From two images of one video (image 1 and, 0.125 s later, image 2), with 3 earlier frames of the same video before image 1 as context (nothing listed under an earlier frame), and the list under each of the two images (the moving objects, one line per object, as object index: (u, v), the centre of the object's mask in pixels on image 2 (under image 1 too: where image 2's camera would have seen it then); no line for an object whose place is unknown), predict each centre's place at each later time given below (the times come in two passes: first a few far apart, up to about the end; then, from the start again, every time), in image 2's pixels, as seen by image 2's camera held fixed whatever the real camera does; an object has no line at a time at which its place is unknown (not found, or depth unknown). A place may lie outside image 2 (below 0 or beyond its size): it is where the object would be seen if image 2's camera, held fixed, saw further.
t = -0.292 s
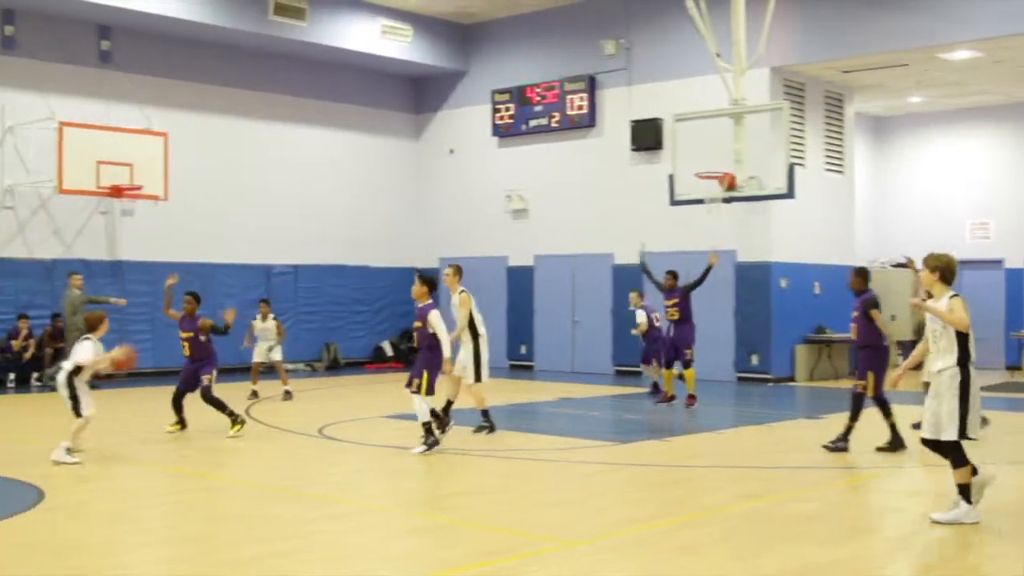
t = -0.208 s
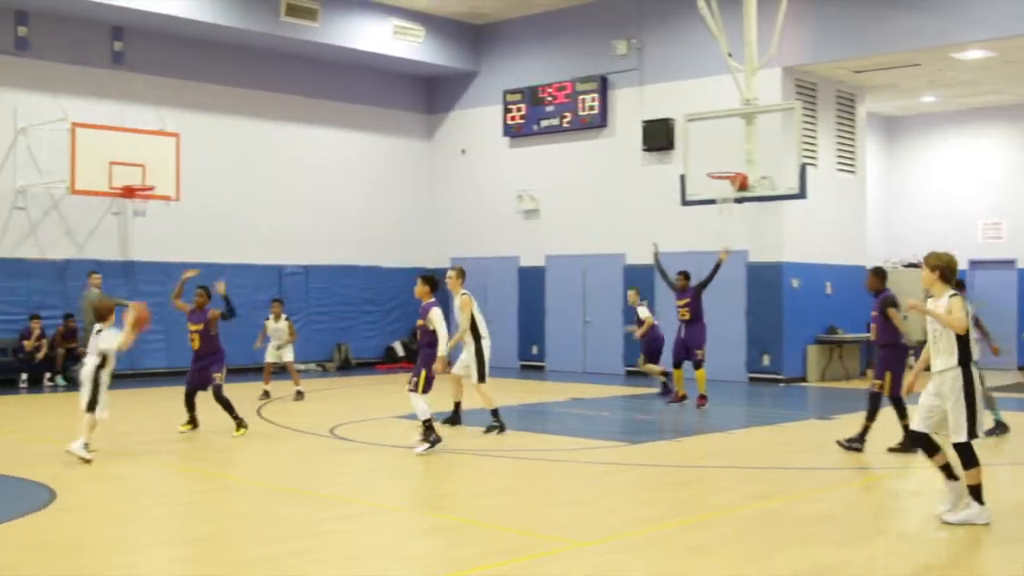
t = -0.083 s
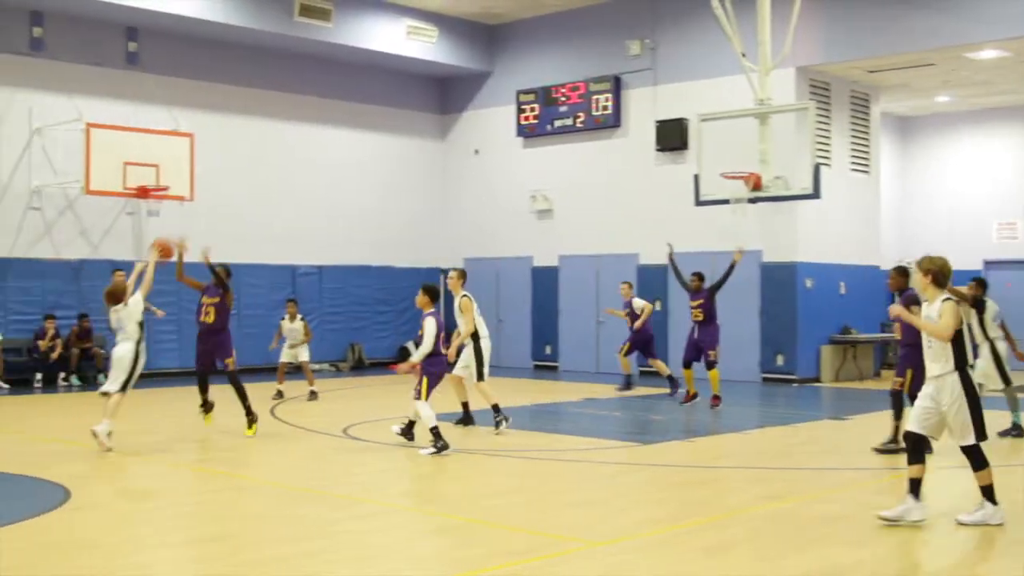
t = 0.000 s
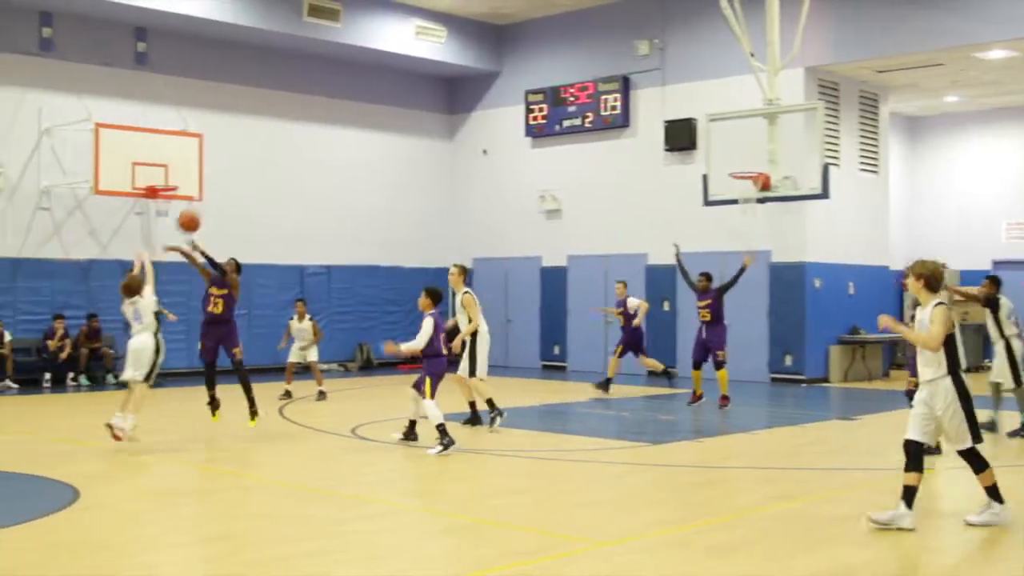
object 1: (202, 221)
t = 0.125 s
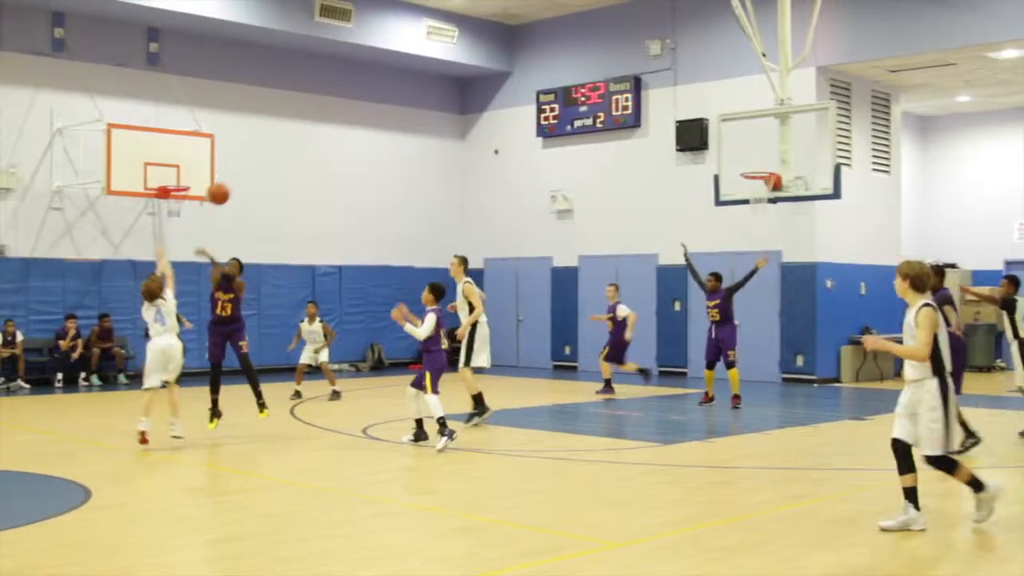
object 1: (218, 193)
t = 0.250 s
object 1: (235, 182)
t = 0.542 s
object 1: (268, 209)
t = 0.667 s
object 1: (281, 241)
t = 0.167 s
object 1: (224, 186)
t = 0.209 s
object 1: (229, 183)
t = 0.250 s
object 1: (235, 182)
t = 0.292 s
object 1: (240, 181)
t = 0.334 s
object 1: (245, 182)
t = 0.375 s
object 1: (250, 185)
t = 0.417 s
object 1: (254, 189)
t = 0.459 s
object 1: (259, 195)
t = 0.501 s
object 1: (264, 201)
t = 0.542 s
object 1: (268, 209)
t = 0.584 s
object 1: (272, 218)
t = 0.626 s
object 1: (276, 229)
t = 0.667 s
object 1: (281, 241)
